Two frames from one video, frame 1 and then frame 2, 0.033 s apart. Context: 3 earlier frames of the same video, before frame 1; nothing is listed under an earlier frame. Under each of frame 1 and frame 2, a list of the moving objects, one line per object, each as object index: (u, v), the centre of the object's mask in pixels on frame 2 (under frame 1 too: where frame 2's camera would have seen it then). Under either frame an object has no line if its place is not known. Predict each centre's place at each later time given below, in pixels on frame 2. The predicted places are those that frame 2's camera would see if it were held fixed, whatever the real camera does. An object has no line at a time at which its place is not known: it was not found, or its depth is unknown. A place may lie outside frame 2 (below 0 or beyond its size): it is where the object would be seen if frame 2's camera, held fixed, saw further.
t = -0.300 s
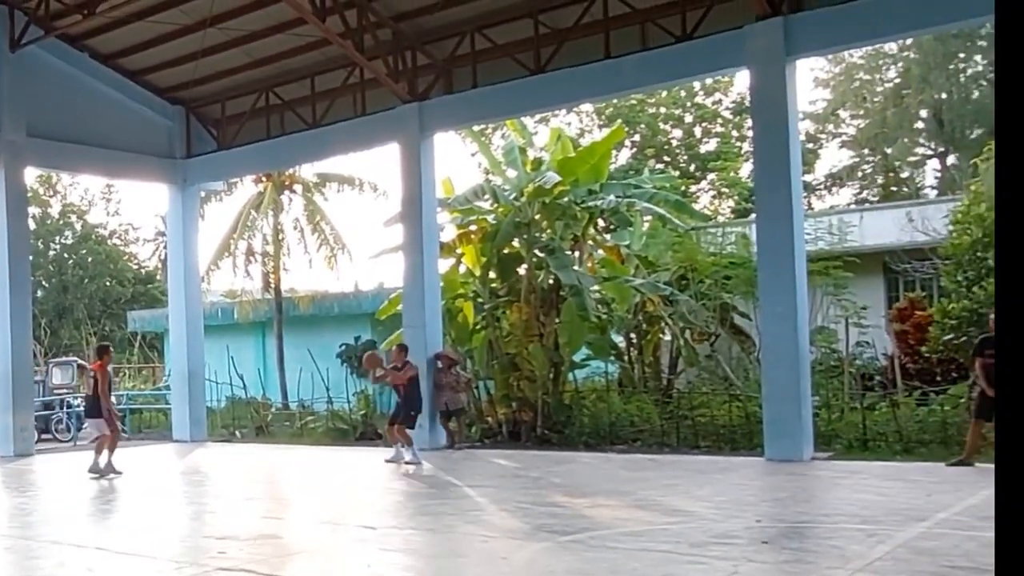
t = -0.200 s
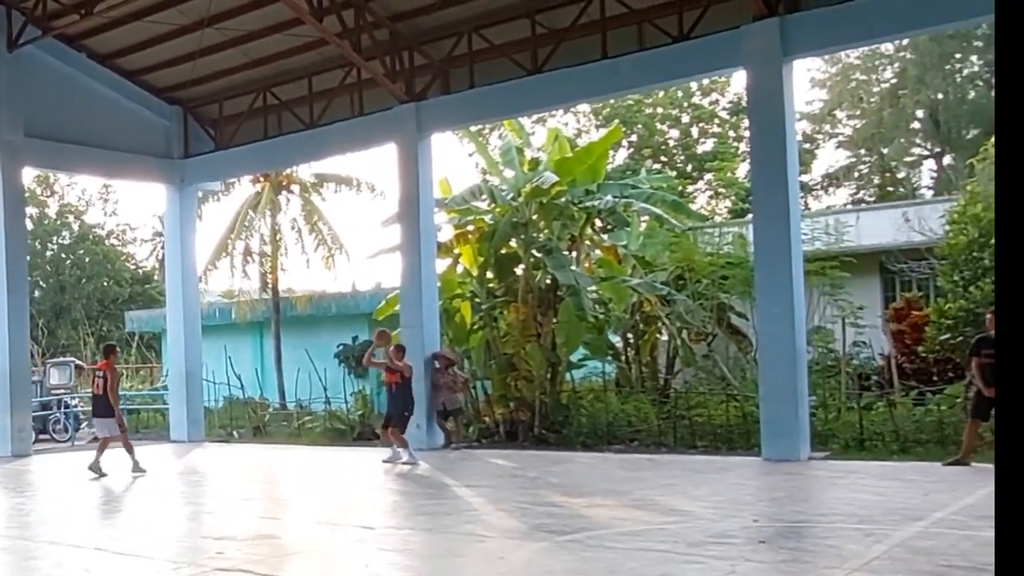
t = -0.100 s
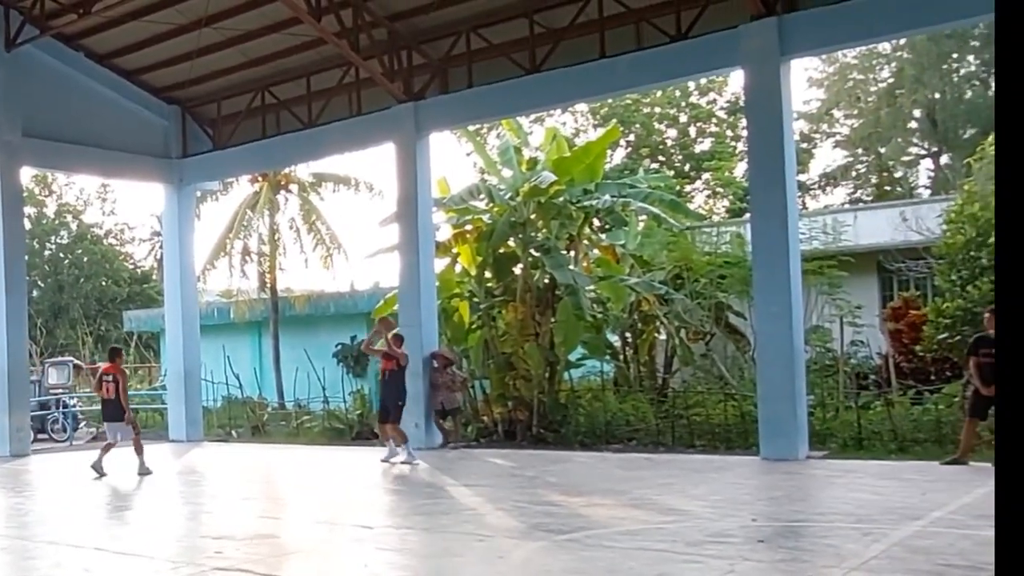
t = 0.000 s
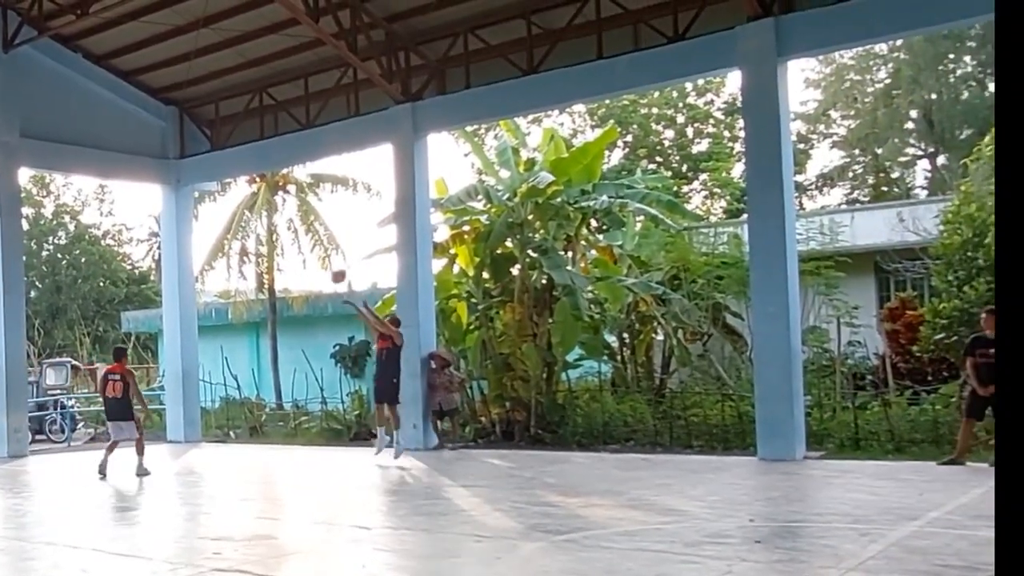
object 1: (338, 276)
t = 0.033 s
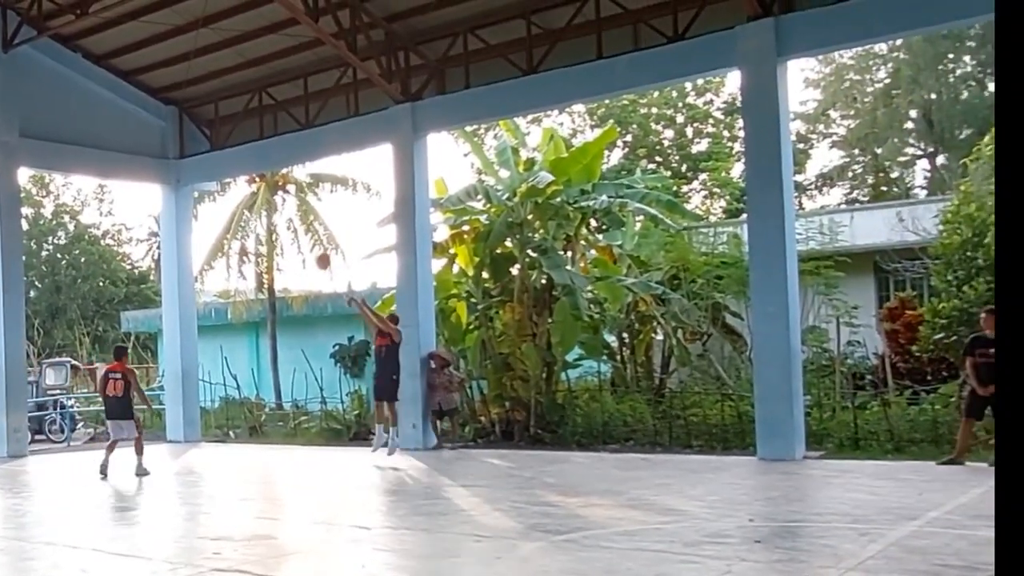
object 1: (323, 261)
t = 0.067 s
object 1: (306, 248)
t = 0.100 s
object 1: (291, 235)
